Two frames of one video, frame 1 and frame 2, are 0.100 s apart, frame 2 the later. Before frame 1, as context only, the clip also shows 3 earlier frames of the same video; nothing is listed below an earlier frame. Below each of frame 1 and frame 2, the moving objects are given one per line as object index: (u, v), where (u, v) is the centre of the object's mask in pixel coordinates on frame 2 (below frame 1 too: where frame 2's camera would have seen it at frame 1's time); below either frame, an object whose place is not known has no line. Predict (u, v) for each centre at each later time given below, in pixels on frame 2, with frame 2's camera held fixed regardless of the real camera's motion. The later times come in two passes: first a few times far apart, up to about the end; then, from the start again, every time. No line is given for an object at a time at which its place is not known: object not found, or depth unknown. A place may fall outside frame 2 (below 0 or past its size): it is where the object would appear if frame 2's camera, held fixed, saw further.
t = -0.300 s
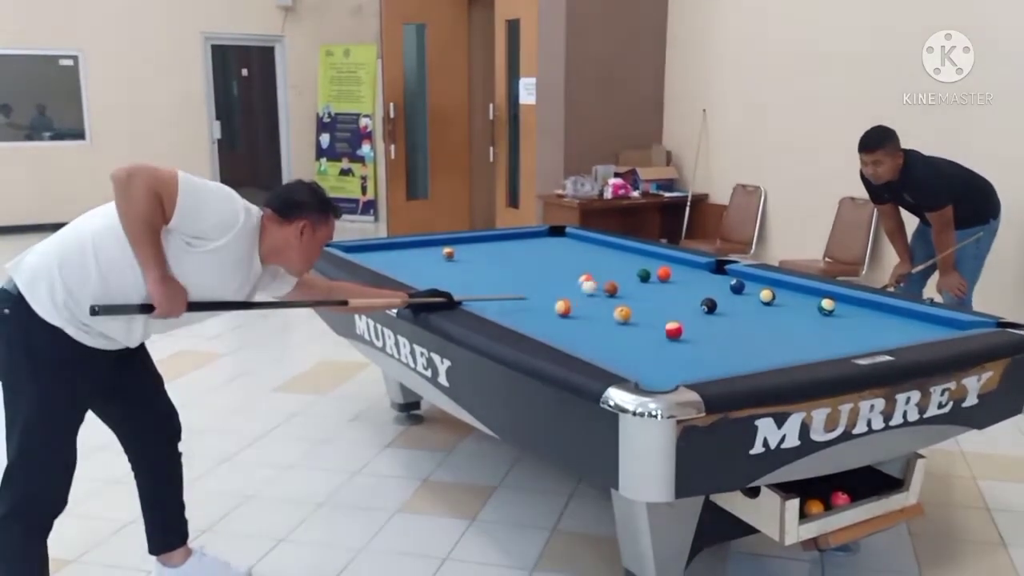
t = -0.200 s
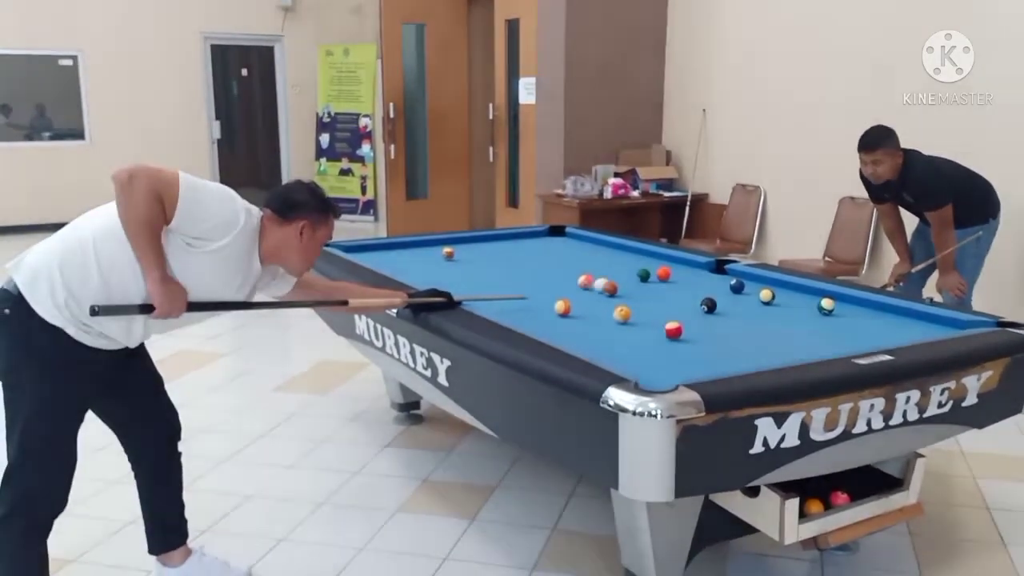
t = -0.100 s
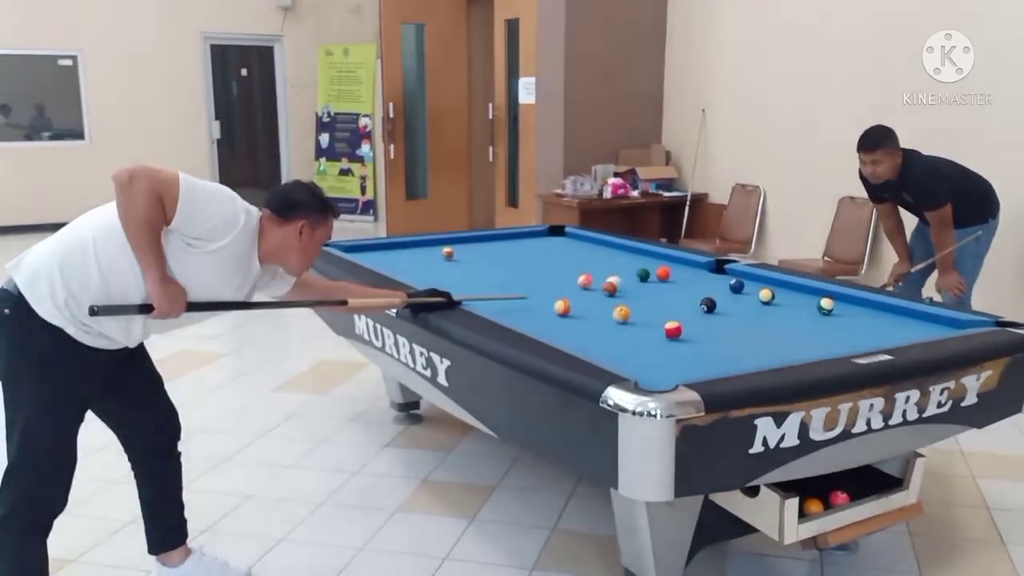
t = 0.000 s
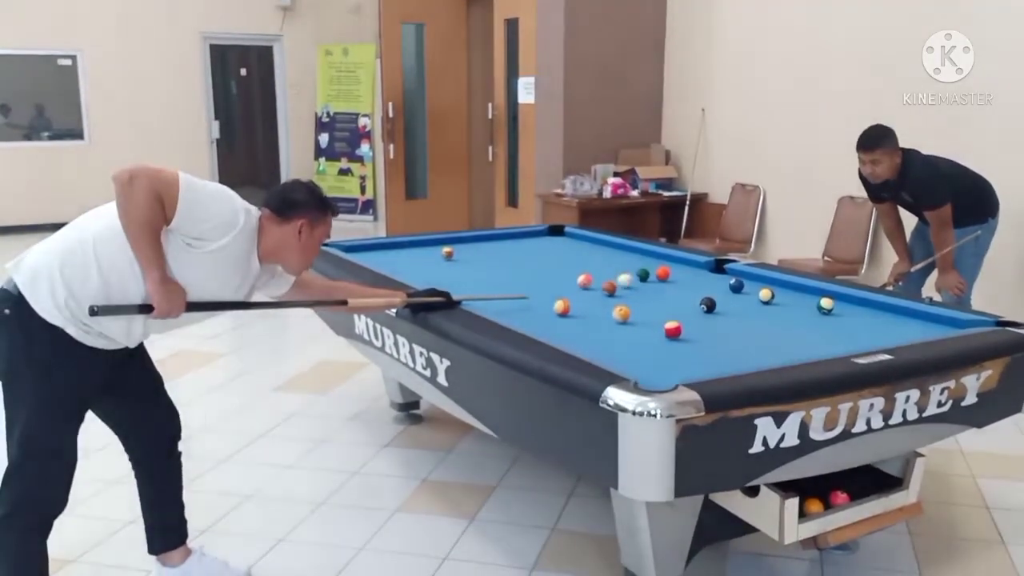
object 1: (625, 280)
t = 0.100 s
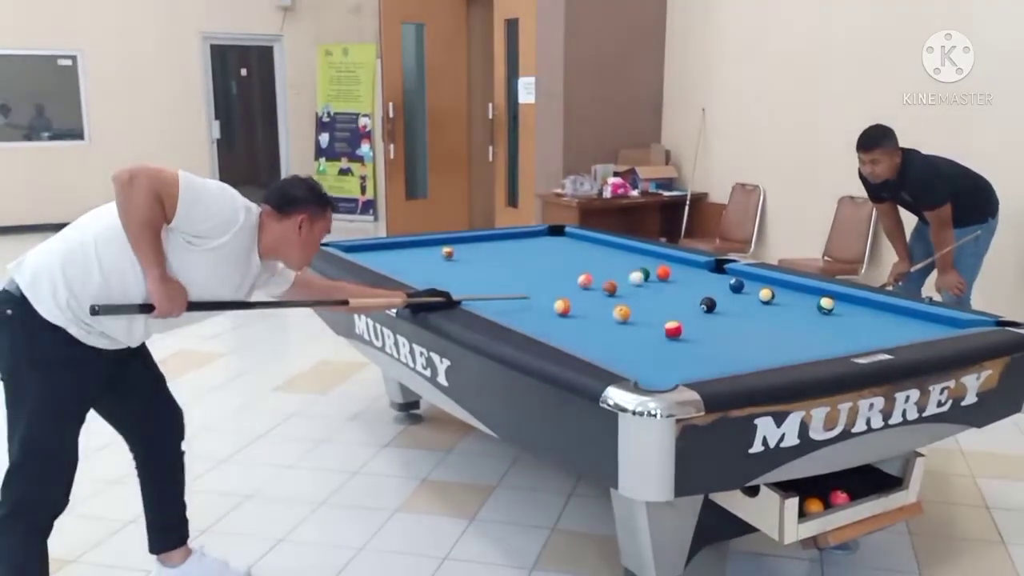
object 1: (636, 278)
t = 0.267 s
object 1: (655, 276)
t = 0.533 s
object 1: (676, 277)
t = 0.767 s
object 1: (692, 278)
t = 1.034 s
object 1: (710, 279)
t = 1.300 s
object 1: (725, 279)
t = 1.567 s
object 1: (739, 277)
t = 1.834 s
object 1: (751, 281)
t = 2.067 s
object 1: (760, 281)
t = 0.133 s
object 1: (640, 277)
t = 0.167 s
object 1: (644, 277)
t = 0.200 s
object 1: (647, 276)
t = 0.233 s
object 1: (652, 276)
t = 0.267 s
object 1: (655, 276)
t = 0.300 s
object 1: (658, 276)
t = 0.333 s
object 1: (661, 276)
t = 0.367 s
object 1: (664, 277)
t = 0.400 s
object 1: (666, 276)
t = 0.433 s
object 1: (668, 277)
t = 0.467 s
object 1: (671, 277)
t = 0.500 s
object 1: (674, 277)
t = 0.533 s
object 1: (676, 277)
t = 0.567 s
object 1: (678, 277)
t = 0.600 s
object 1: (681, 277)
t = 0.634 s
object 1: (683, 277)
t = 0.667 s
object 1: (685, 277)
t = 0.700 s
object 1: (688, 278)
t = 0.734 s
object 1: (690, 278)
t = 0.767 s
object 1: (692, 278)
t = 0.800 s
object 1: (695, 278)
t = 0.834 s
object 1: (697, 278)
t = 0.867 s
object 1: (699, 278)
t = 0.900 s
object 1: (701, 278)
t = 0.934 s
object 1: (704, 278)
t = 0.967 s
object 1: (706, 278)
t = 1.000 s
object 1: (708, 279)
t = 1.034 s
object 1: (710, 279)
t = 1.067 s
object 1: (712, 279)
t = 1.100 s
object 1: (714, 278)
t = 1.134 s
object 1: (716, 279)
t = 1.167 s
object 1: (718, 279)
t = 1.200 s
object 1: (720, 279)
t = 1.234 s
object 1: (721, 279)
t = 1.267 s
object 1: (723, 279)
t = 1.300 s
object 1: (725, 279)
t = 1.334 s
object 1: (726, 279)
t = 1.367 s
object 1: (727, 279)
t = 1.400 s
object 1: (729, 278)
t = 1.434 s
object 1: (731, 278)
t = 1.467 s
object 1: (733, 278)
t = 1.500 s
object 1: (735, 277)
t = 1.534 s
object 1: (737, 277)
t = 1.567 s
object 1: (739, 277)
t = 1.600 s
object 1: (742, 278)
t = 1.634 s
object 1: (744, 278)
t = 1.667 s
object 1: (745, 279)
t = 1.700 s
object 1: (747, 279)
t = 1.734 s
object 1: (748, 280)
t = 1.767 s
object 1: (749, 280)
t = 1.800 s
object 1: (750, 280)
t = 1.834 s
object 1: (751, 281)
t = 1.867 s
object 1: (752, 281)
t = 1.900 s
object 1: (753, 281)
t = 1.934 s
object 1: (755, 281)
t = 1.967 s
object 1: (757, 281)
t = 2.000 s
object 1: (758, 281)
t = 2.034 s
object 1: (759, 281)
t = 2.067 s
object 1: (760, 281)
